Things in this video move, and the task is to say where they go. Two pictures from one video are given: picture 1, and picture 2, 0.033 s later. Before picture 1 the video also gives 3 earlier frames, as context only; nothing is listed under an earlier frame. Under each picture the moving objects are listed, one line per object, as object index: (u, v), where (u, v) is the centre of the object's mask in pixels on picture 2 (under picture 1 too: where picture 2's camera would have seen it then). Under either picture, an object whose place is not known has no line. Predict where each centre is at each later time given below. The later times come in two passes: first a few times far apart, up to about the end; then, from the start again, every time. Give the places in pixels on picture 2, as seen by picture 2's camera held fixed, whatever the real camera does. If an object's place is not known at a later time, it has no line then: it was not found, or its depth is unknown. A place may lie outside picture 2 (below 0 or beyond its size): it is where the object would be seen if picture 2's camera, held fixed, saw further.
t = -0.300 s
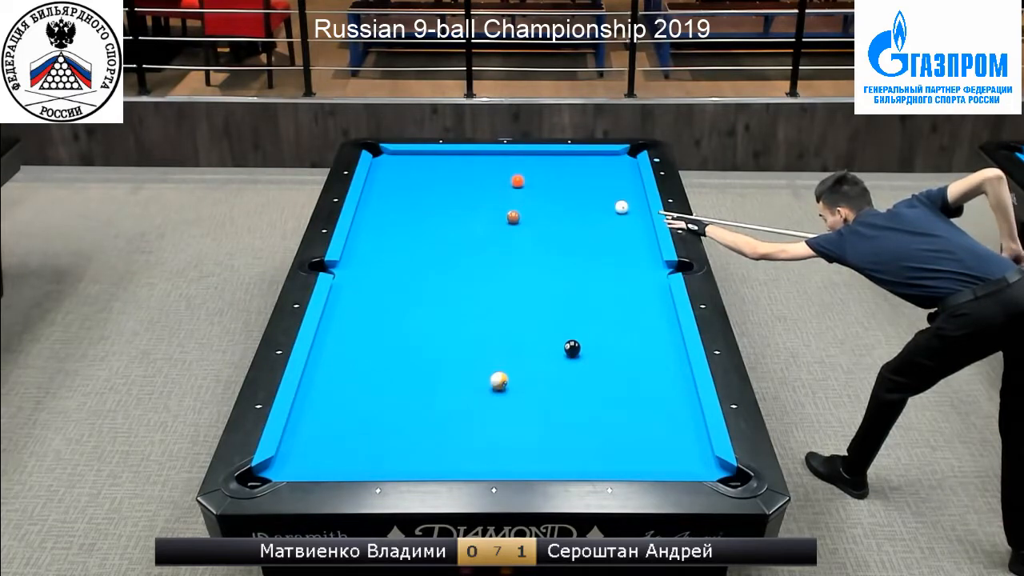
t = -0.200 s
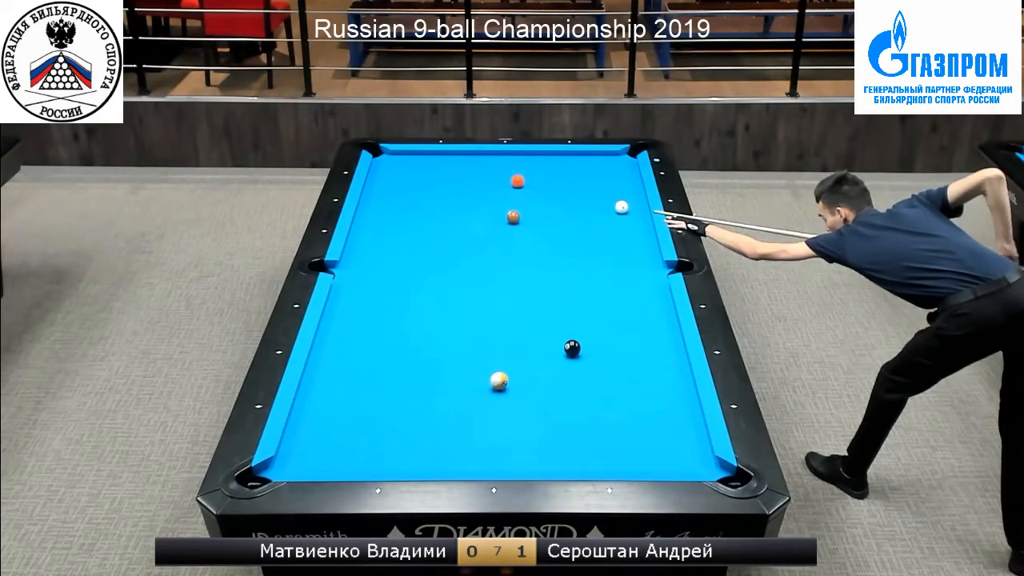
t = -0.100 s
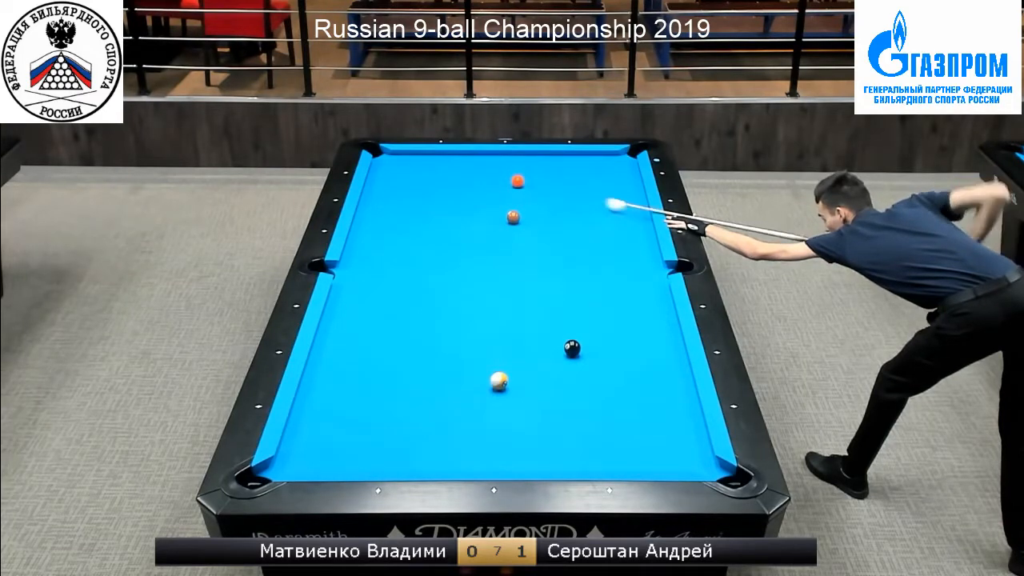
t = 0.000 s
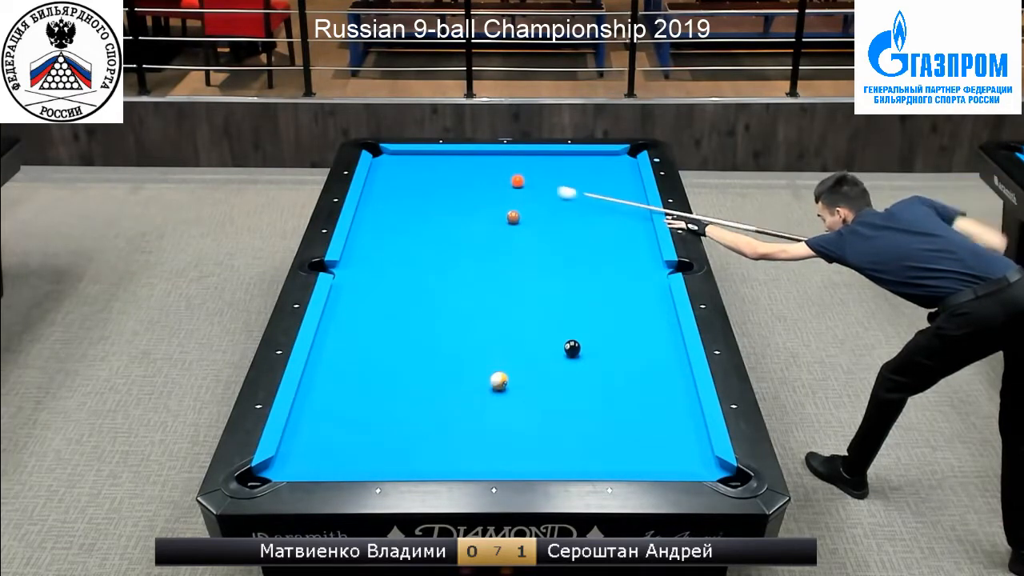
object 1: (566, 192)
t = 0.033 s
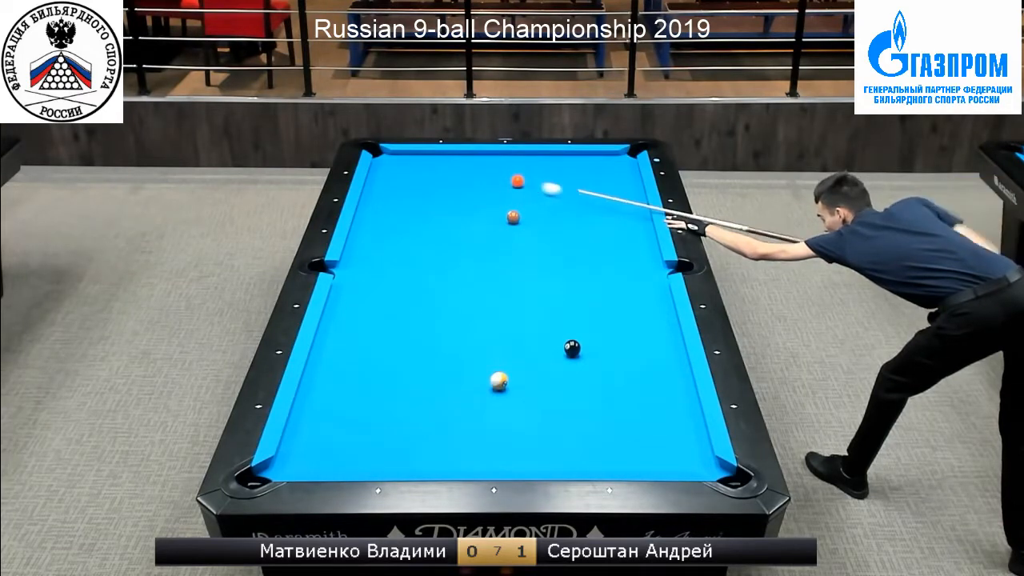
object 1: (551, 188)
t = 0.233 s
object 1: (525, 180)
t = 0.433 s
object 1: (508, 173)
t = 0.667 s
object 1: (486, 164)
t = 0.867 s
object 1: (468, 157)
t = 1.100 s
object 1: (450, 155)
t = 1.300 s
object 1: (437, 158)
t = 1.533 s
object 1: (423, 162)
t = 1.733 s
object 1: (411, 166)
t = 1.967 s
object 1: (398, 169)
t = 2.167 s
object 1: (387, 172)
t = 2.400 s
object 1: (375, 175)
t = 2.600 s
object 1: (374, 177)
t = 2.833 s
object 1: (379, 179)
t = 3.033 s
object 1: (383, 181)
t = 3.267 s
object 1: (386, 182)
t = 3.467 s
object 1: (389, 183)
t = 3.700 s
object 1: (391, 184)
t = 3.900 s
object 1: (393, 185)
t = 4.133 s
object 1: (394, 185)
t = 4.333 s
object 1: (394, 185)
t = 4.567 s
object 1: (394, 185)
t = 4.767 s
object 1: (394, 185)
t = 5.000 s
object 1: (394, 185)
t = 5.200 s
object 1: (394, 185)
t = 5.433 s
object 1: (394, 185)
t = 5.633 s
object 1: (394, 185)
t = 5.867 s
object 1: (394, 185)
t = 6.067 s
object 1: (394, 185)
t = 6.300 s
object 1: (394, 185)
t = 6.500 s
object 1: (394, 185)
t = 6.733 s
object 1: (394, 185)
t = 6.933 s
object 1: (394, 185)
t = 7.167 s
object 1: (394, 185)
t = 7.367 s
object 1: (394, 185)
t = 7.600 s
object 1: (394, 185)
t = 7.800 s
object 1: (394, 185)
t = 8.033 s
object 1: (394, 185)
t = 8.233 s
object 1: (394, 185)
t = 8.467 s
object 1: (394, 185)
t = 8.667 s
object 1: (394, 185)
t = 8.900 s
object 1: (395, 185)
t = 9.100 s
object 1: (395, 185)
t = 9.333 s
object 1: (395, 185)
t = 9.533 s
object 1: (395, 185)
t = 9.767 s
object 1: (395, 185)
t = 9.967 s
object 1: (395, 185)
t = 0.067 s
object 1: (536, 185)
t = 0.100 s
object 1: (528, 183)
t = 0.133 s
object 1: (528, 182)
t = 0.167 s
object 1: (528, 182)
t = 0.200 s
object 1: (527, 181)
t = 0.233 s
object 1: (525, 180)
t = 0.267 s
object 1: (523, 179)
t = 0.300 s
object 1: (521, 177)
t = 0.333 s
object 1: (518, 176)
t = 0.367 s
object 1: (515, 175)
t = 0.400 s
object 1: (511, 174)
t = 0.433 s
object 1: (508, 173)
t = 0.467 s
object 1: (505, 171)
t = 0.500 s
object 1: (502, 170)
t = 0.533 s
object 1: (498, 169)
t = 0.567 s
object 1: (495, 167)
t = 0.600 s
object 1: (492, 166)
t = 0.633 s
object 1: (489, 165)
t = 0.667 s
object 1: (486, 164)
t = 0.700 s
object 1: (482, 162)
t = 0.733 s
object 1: (480, 161)
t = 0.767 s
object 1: (477, 160)
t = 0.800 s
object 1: (473, 159)
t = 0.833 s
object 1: (470, 158)
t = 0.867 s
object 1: (468, 157)
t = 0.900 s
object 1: (465, 156)
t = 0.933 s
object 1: (462, 155)
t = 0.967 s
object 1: (459, 154)
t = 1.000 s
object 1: (457, 153)
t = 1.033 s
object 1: (454, 154)
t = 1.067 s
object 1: (452, 154)
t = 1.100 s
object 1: (450, 155)
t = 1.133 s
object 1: (448, 156)
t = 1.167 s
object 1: (446, 156)
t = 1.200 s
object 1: (444, 157)
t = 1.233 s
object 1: (441, 157)
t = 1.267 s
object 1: (439, 158)
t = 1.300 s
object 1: (437, 158)
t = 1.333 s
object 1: (435, 159)
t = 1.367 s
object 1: (433, 159)
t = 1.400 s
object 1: (431, 160)
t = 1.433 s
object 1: (429, 160)
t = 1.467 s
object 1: (427, 161)
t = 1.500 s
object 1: (425, 162)
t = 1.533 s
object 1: (423, 162)
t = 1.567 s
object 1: (421, 162)
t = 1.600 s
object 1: (419, 163)
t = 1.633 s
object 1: (417, 163)
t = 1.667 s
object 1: (415, 164)
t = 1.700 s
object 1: (413, 165)
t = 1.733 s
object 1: (411, 166)
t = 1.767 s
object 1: (409, 166)
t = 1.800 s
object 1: (407, 166)
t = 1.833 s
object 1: (406, 167)
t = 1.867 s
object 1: (404, 167)
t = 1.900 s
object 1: (402, 168)
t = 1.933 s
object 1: (400, 169)
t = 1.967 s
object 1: (398, 169)
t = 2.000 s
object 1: (396, 169)
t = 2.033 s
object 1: (394, 170)
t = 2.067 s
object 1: (393, 170)
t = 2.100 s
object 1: (391, 171)
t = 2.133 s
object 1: (389, 171)
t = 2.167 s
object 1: (387, 172)
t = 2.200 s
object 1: (386, 172)
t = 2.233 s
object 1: (384, 173)
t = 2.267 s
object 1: (382, 173)
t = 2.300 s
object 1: (380, 174)
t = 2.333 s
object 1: (379, 174)
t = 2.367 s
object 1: (377, 175)
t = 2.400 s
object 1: (375, 175)
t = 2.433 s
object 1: (374, 176)
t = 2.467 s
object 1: (372, 176)
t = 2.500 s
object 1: (372, 176)
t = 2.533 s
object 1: (373, 177)
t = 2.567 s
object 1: (373, 177)
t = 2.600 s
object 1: (374, 177)
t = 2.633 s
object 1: (375, 178)
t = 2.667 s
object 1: (376, 178)
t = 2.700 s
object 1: (376, 178)
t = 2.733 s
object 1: (377, 179)
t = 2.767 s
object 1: (378, 179)
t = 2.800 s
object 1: (378, 179)
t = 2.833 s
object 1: (379, 179)
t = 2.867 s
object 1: (379, 180)
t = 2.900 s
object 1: (380, 180)
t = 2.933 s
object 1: (381, 180)
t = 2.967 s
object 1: (381, 180)
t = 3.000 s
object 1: (382, 180)
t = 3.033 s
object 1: (383, 181)
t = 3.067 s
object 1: (383, 181)
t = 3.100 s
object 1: (384, 181)
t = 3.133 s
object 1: (384, 181)
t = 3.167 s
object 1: (385, 182)
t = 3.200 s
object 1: (385, 182)
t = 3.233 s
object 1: (386, 182)
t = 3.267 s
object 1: (386, 182)
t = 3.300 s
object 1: (387, 182)
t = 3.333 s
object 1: (387, 183)
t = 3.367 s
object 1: (388, 183)
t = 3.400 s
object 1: (388, 183)
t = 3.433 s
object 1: (388, 183)
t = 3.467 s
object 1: (389, 183)
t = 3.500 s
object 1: (389, 183)
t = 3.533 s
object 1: (390, 183)
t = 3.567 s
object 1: (390, 184)
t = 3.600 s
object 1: (390, 184)
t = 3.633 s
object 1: (391, 184)
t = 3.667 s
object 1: (391, 184)
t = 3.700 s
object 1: (391, 184)
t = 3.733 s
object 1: (392, 184)
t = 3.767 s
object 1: (392, 184)
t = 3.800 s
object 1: (392, 184)
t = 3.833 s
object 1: (393, 184)
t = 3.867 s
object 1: (393, 184)
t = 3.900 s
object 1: (393, 185)
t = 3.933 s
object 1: (393, 185)
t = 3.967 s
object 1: (393, 185)
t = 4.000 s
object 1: (393, 185)
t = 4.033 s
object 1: (394, 185)
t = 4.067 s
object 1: (394, 185)
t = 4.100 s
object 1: (394, 185)
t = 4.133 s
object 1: (394, 185)
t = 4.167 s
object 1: (394, 185)
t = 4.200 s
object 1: (394, 185)
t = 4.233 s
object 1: (394, 185)
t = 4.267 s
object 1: (394, 185)
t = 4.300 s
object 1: (394, 185)
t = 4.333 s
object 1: (394, 185)
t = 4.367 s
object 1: (394, 185)
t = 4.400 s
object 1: (394, 185)
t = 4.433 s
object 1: (394, 185)
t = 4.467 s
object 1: (394, 185)
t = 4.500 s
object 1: (394, 185)
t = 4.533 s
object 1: (394, 185)
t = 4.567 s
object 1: (394, 185)
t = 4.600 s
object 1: (394, 185)
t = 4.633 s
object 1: (394, 185)
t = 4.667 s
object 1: (394, 185)
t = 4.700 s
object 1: (394, 185)
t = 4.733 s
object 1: (394, 185)
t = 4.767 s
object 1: (394, 185)
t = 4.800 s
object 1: (394, 185)
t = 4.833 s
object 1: (394, 185)
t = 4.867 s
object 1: (394, 185)
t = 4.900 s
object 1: (394, 185)
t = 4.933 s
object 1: (394, 185)
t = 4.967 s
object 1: (394, 185)
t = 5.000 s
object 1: (394, 185)
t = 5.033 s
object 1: (394, 185)
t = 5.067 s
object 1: (394, 185)
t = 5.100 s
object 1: (394, 185)
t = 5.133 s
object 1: (394, 185)
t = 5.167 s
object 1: (394, 185)
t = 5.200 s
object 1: (394, 185)
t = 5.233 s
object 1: (394, 185)
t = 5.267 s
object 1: (394, 185)
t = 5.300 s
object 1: (394, 185)
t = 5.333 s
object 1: (394, 185)
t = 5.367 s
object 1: (394, 185)
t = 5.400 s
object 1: (394, 185)
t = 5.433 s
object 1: (394, 185)
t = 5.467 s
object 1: (394, 185)
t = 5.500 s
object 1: (394, 185)
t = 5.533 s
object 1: (394, 185)
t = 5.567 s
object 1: (394, 185)
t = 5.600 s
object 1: (394, 185)
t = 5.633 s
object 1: (394, 185)
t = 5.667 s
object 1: (394, 185)
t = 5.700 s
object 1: (394, 185)
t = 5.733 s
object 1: (394, 185)
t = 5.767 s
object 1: (394, 185)
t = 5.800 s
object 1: (394, 185)
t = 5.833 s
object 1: (394, 185)
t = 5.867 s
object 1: (394, 185)
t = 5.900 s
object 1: (394, 185)
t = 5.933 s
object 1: (394, 185)
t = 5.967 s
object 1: (394, 185)
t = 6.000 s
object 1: (394, 185)
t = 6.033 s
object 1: (394, 185)
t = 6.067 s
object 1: (394, 185)
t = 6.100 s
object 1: (394, 185)
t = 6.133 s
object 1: (394, 185)
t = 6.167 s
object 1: (394, 185)
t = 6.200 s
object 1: (394, 185)
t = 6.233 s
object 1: (394, 185)
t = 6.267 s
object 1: (394, 185)
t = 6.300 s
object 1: (394, 185)
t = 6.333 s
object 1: (394, 185)
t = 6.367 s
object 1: (394, 185)
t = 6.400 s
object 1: (394, 185)
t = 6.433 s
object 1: (394, 185)
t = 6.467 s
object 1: (394, 185)
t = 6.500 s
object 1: (394, 185)
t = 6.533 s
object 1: (394, 185)
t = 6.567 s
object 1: (394, 185)
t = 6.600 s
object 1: (394, 185)
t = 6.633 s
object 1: (394, 185)
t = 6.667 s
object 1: (394, 185)
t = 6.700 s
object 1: (394, 185)
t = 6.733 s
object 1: (394, 185)
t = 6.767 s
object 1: (394, 185)
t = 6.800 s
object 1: (394, 185)
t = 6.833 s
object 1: (394, 185)
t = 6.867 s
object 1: (394, 185)
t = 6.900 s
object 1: (394, 185)
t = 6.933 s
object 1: (394, 185)
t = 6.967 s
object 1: (394, 185)
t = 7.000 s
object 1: (394, 185)
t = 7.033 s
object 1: (394, 185)
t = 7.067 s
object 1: (394, 185)
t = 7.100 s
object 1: (394, 185)
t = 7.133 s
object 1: (394, 185)
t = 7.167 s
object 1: (394, 185)
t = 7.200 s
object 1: (394, 185)
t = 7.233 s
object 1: (394, 185)
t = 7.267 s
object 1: (394, 185)
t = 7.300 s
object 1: (394, 185)
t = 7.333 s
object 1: (394, 185)
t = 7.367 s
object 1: (394, 185)
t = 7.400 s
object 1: (394, 185)
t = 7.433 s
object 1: (394, 185)
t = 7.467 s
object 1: (394, 185)
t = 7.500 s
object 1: (394, 185)
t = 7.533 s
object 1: (394, 185)
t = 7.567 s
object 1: (394, 185)
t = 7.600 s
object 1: (394, 185)
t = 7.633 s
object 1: (394, 185)
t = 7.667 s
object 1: (394, 185)
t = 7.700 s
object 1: (394, 185)
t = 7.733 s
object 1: (394, 185)
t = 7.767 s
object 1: (394, 185)
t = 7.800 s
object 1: (394, 185)
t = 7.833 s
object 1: (394, 185)
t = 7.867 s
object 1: (394, 185)
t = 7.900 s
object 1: (394, 185)
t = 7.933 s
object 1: (394, 185)
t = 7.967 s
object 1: (394, 185)
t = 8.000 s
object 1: (394, 185)
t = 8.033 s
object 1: (394, 185)
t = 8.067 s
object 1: (394, 185)
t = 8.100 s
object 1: (394, 185)
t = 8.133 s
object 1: (394, 185)
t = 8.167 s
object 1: (394, 185)
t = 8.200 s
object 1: (394, 185)
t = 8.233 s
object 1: (394, 185)
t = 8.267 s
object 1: (394, 185)
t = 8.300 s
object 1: (394, 185)
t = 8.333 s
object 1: (394, 185)
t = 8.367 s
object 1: (394, 185)
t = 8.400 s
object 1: (394, 185)
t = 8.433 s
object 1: (394, 185)
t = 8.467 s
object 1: (394, 185)
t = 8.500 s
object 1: (394, 185)
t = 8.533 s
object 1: (394, 185)
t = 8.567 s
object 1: (394, 185)
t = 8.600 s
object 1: (394, 185)
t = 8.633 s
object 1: (394, 185)
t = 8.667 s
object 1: (394, 185)
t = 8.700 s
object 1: (394, 185)
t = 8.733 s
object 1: (394, 185)
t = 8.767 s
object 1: (394, 185)
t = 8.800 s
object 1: (394, 185)
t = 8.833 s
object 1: (394, 185)
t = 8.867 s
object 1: (394, 185)
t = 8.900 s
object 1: (395, 185)
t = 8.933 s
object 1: (395, 185)
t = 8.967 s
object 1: (395, 185)
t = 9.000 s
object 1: (395, 185)
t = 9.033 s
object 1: (395, 185)
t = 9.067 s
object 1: (395, 185)
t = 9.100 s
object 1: (395, 185)
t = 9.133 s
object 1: (395, 185)
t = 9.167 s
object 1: (395, 185)
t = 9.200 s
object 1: (395, 185)
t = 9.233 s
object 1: (395, 185)
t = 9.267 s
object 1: (395, 185)
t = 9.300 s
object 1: (395, 185)
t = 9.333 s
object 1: (395, 185)
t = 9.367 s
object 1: (395, 185)
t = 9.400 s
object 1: (395, 185)
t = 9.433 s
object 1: (395, 185)
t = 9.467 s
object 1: (395, 185)
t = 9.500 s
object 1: (395, 185)
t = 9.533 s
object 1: (395, 185)
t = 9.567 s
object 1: (395, 185)
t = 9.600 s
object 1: (395, 185)
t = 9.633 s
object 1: (395, 185)
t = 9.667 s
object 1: (395, 185)
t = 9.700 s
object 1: (395, 185)
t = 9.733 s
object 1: (395, 185)
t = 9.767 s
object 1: (395, 185)
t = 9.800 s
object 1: (395, 185)
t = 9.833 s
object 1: (395, 185)
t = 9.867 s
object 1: (395, 185)
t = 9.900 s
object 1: (395, 185)
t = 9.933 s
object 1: (395, 185)
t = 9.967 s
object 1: (395, 185)
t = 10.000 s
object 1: (395, 185)
